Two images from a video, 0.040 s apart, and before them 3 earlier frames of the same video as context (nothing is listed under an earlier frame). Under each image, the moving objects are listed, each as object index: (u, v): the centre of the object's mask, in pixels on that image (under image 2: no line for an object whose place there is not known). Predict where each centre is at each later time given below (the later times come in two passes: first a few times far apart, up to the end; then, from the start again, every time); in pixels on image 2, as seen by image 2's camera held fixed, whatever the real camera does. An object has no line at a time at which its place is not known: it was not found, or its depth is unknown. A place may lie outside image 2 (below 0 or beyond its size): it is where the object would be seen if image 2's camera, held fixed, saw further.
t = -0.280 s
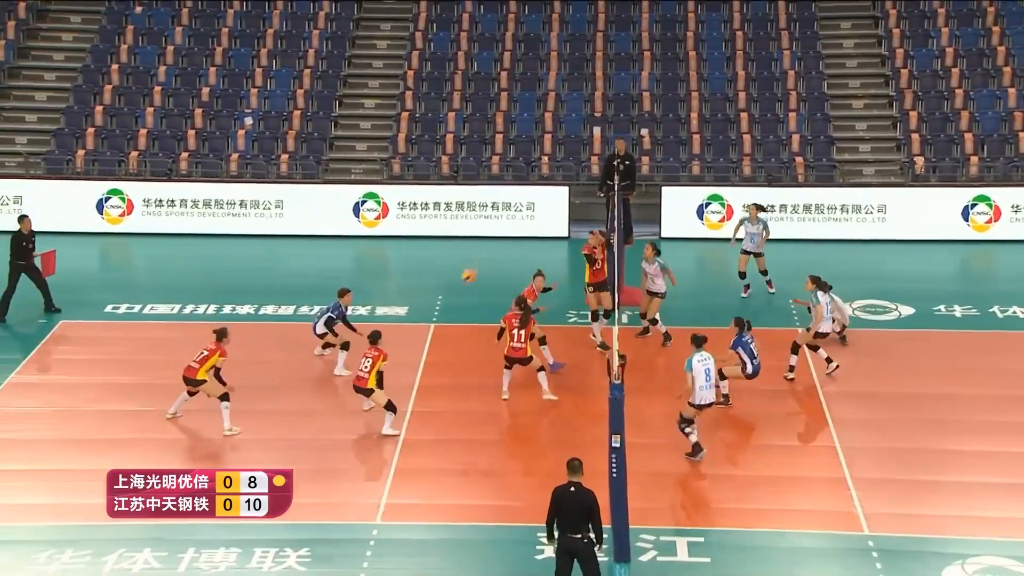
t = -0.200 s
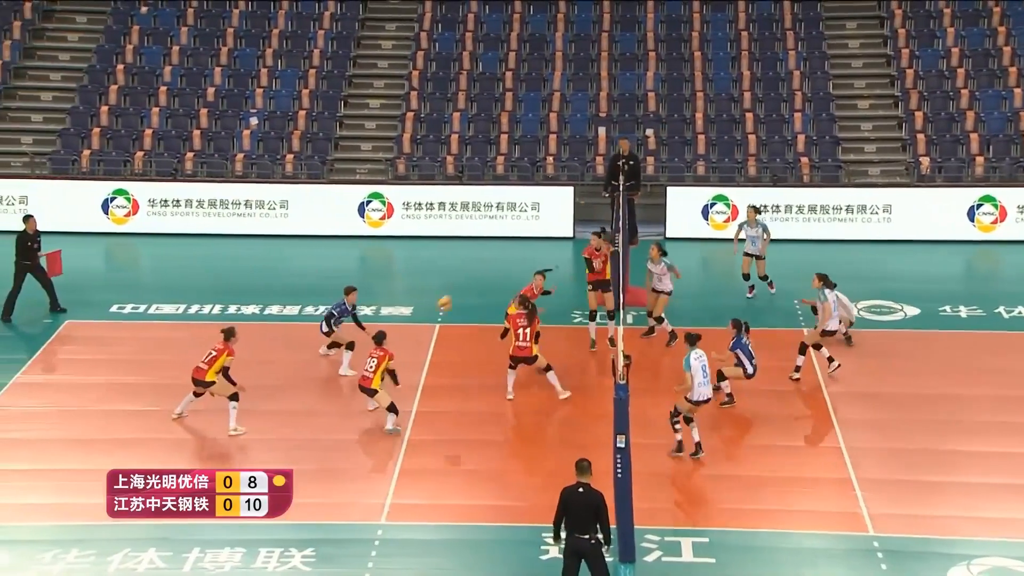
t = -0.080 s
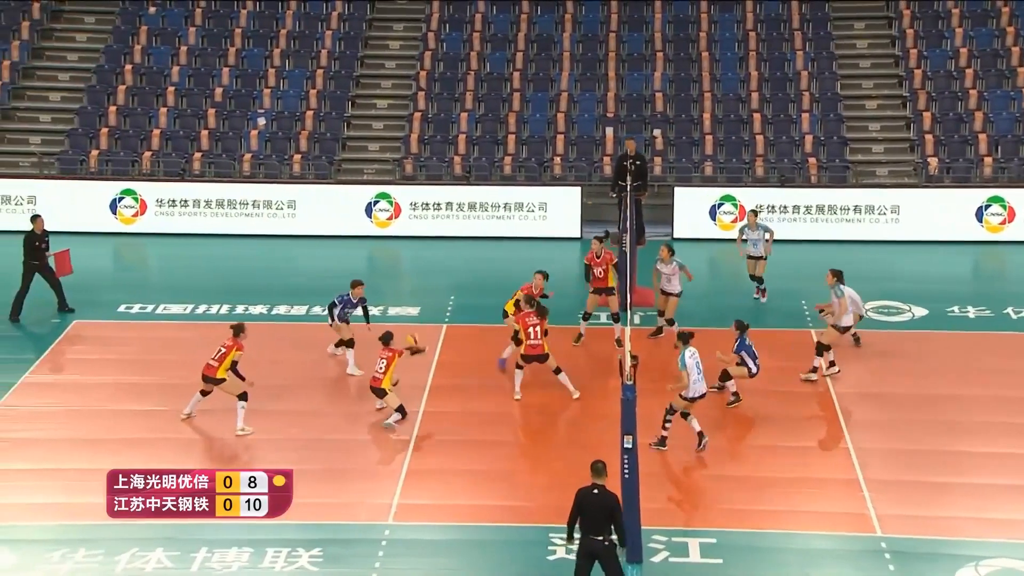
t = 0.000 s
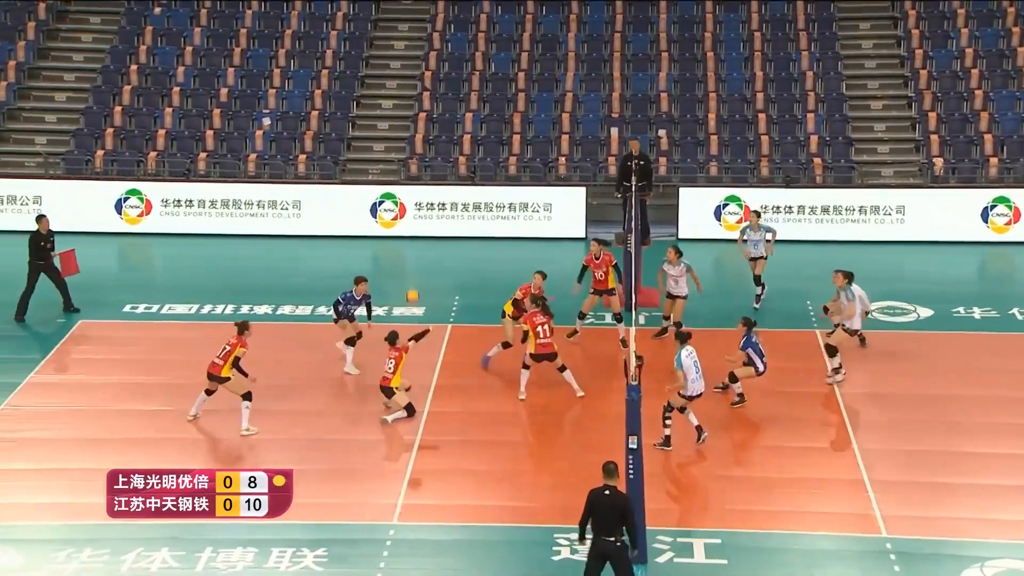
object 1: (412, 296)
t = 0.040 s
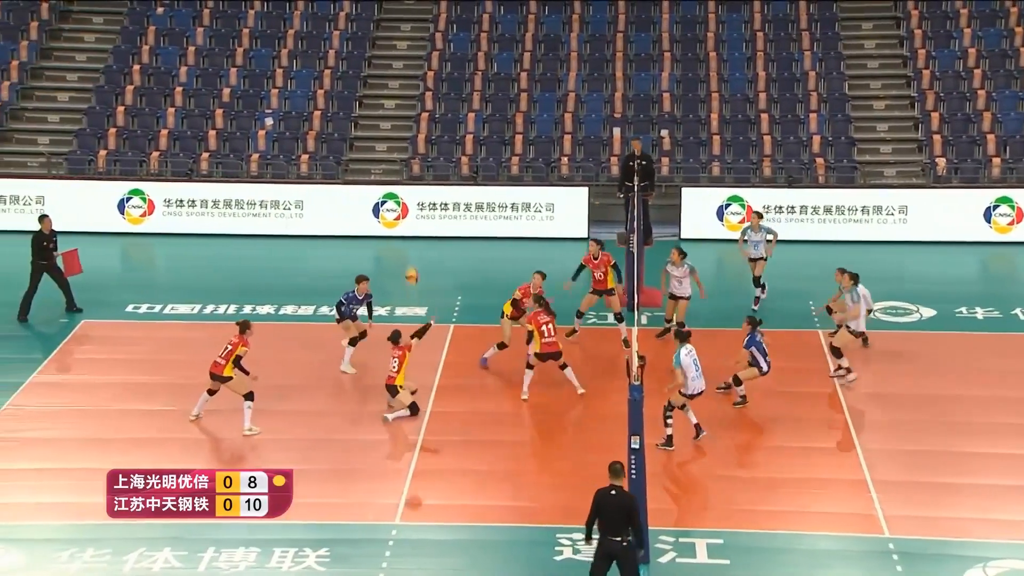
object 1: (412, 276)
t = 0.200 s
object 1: (399, 206)
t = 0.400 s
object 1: (386, 143)
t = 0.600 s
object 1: (370, 105)
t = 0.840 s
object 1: (350, 99)
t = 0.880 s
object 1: (346, 103)
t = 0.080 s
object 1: (409, 257)
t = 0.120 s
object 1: (408, 240)
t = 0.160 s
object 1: (404, 220)
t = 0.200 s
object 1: (399, 206)
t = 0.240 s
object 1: (398, 191)
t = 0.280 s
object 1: (395, 176)
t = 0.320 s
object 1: (392, 164)
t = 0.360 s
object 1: (389, 153)
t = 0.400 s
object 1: (386, 143)
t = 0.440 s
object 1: (382, 132)
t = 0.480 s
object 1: (379, 125)
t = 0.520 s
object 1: (377, 117)
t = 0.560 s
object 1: (373, 110)
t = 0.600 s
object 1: (370, 105)
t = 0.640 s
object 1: (367, 102)
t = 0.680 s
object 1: (363, 100)
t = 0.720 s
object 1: (360, 97)
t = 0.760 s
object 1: (356, 97)
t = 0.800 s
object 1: (353, 98)
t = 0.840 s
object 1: (350, 99)
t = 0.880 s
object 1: (346, 103)
